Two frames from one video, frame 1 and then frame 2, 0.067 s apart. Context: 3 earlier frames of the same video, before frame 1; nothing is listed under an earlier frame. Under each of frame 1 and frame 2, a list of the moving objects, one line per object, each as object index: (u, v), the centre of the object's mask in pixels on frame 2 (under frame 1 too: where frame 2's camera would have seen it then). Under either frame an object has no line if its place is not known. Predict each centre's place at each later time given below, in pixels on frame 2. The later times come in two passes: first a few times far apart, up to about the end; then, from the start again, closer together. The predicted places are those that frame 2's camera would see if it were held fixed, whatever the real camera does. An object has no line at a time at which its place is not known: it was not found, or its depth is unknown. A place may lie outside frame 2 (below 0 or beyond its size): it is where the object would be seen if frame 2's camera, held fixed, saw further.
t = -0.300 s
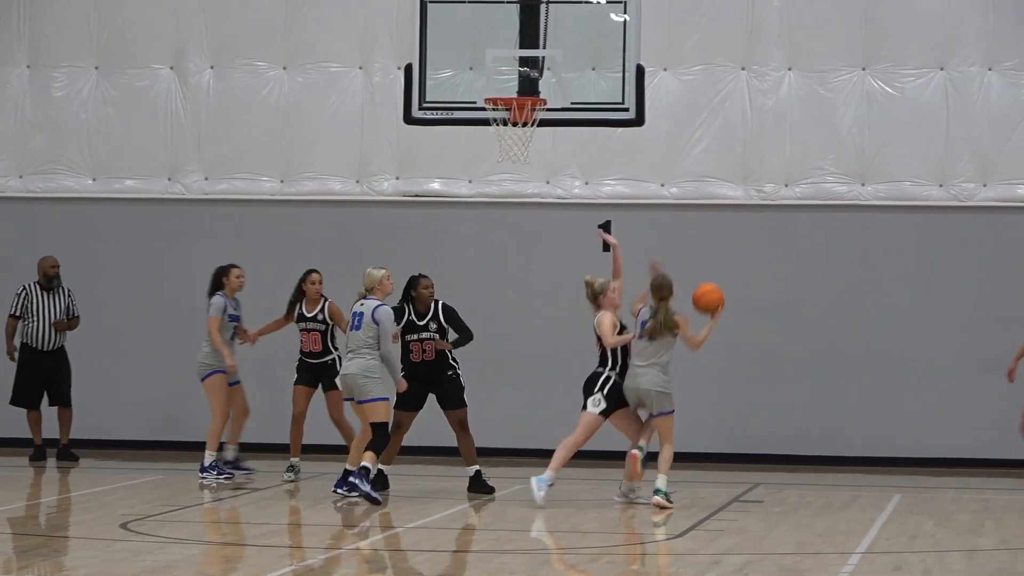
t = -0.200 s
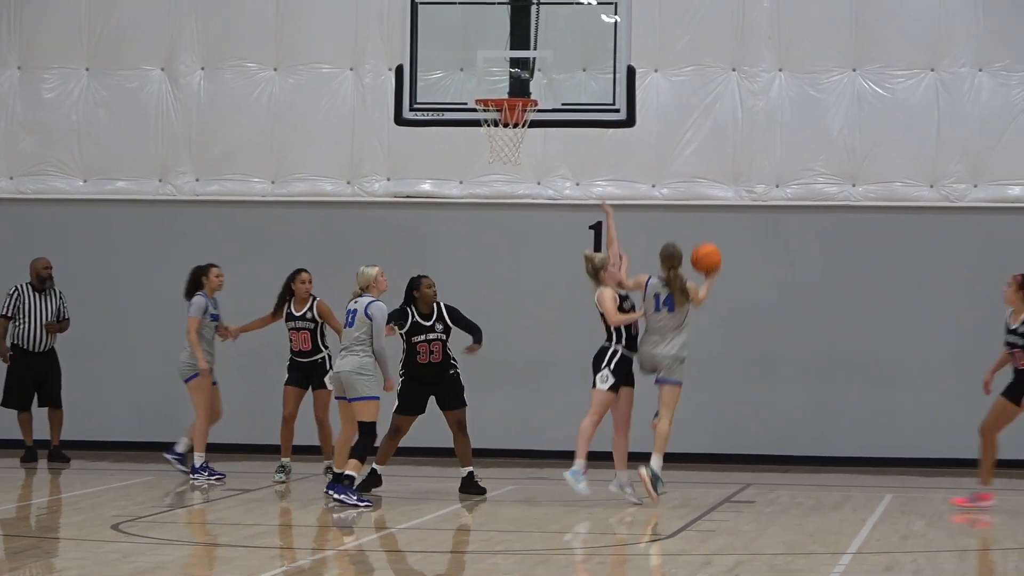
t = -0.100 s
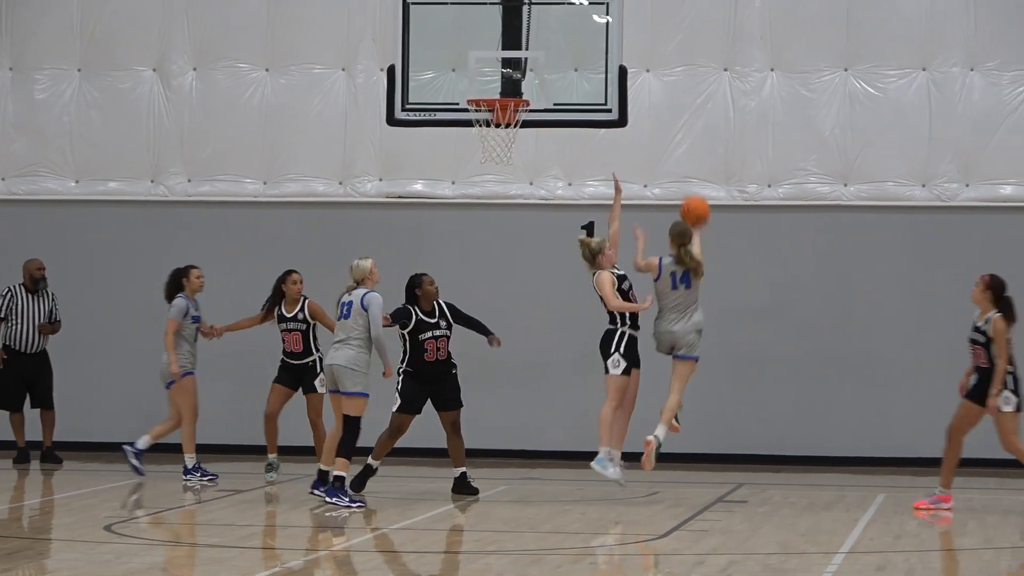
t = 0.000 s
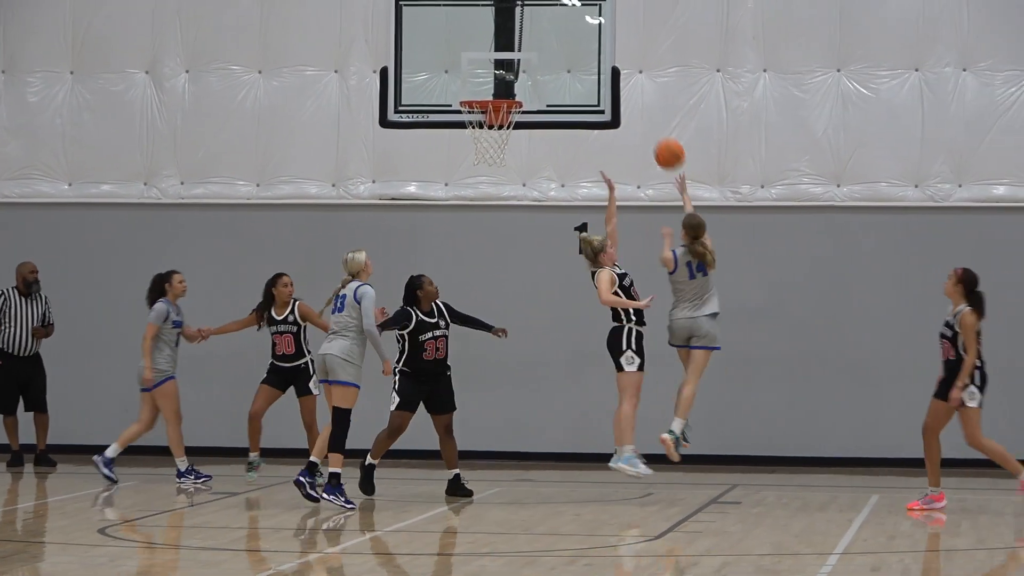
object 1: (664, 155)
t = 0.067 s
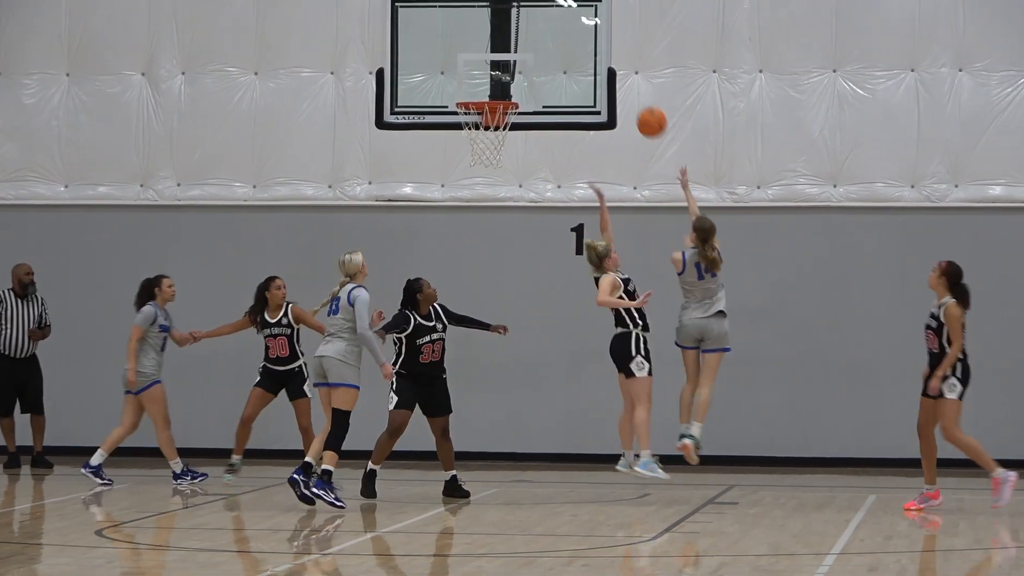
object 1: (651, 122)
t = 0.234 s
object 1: (618, 67)
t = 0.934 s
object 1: (494, 78)
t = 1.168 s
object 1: (463, 89)
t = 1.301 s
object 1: (446, 110)
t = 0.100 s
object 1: (645, 108)
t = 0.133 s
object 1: (638, 96)
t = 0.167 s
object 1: (632, 84)
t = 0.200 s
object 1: (624, 75)
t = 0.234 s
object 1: (618, 67)
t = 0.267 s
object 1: (611, 60)
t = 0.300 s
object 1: (605, 54)
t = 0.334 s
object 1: (598, 50)
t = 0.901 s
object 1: (498, 78)
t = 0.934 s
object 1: (494, 78)
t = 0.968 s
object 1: (489, 80)
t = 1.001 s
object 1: (484, 83)
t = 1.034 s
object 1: (480, 87)
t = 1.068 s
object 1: (475, 87)
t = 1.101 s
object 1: (471, 86)
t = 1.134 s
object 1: (467, 86)
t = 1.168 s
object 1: (463, 89)
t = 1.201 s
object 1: (459, 92)
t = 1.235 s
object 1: (455, 96)
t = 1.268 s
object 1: (451, 102)
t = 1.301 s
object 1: (446, 110)
